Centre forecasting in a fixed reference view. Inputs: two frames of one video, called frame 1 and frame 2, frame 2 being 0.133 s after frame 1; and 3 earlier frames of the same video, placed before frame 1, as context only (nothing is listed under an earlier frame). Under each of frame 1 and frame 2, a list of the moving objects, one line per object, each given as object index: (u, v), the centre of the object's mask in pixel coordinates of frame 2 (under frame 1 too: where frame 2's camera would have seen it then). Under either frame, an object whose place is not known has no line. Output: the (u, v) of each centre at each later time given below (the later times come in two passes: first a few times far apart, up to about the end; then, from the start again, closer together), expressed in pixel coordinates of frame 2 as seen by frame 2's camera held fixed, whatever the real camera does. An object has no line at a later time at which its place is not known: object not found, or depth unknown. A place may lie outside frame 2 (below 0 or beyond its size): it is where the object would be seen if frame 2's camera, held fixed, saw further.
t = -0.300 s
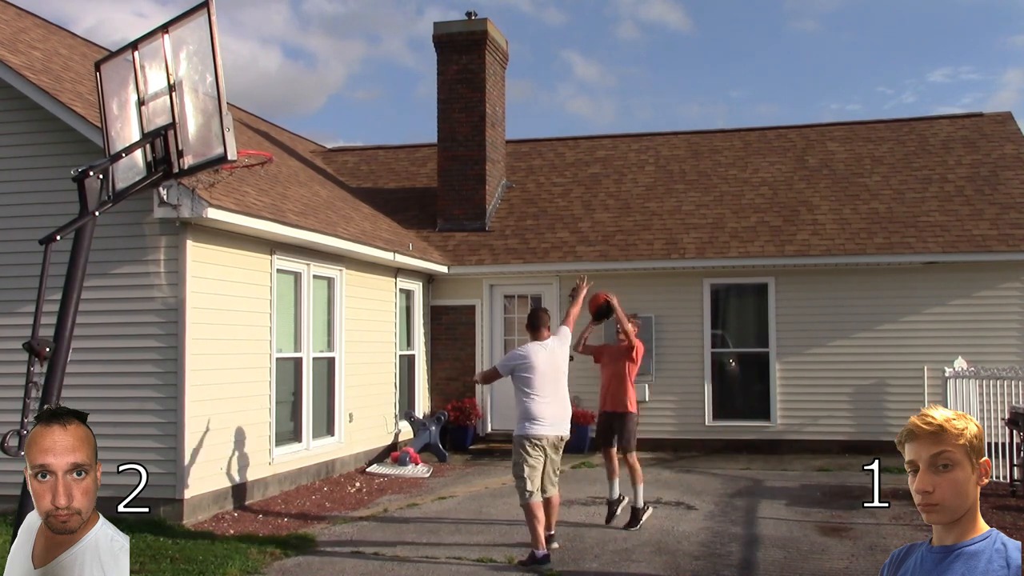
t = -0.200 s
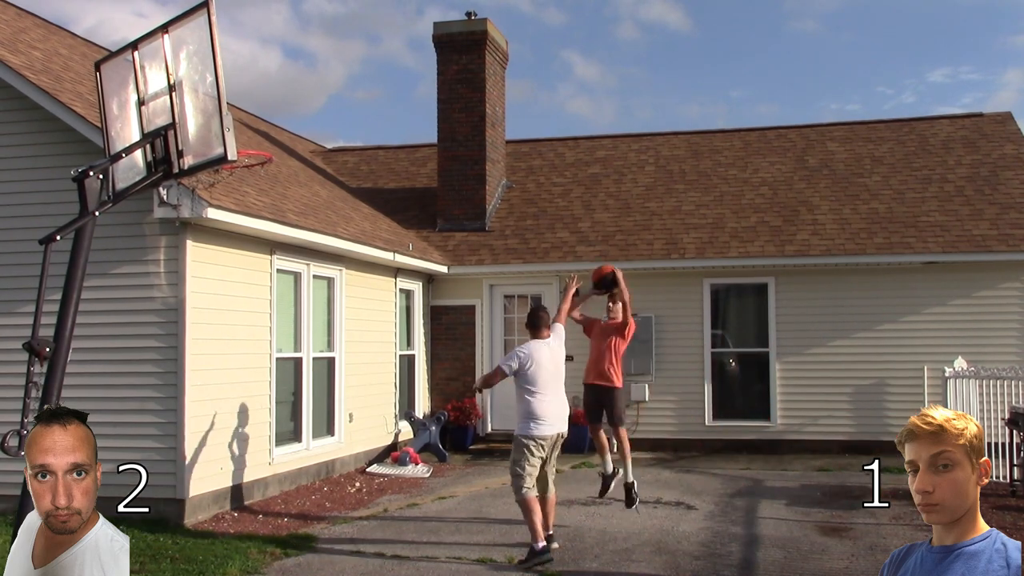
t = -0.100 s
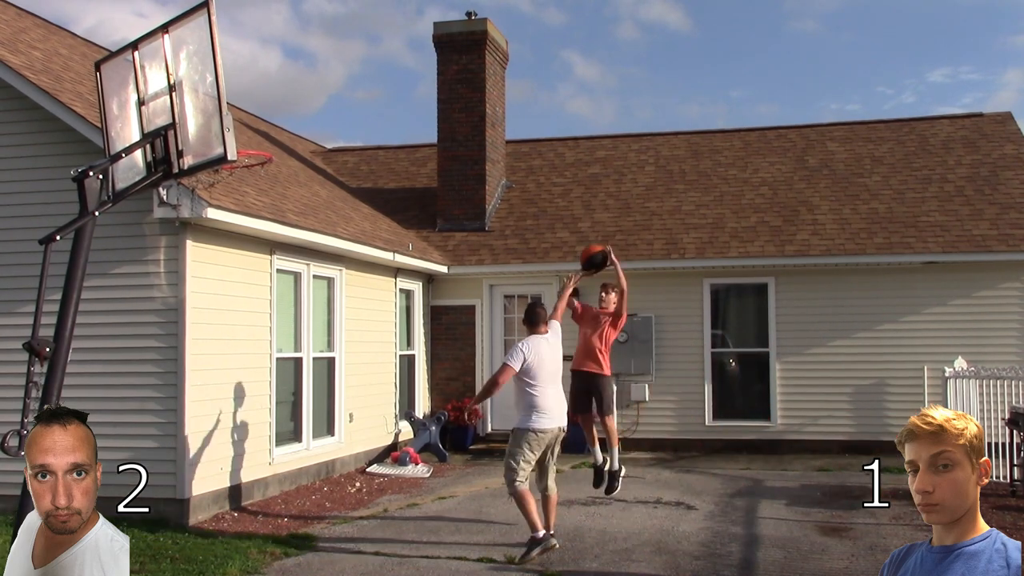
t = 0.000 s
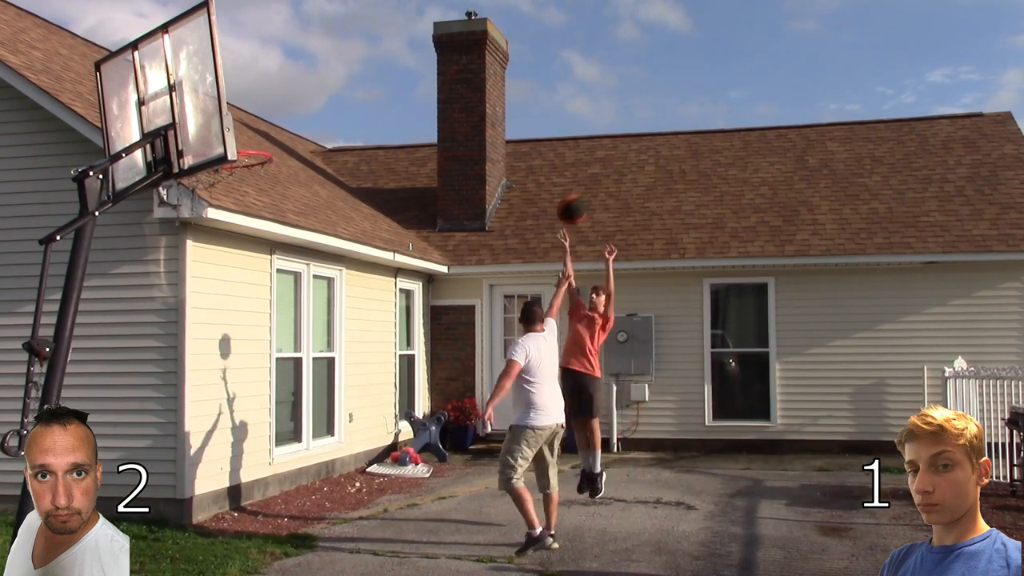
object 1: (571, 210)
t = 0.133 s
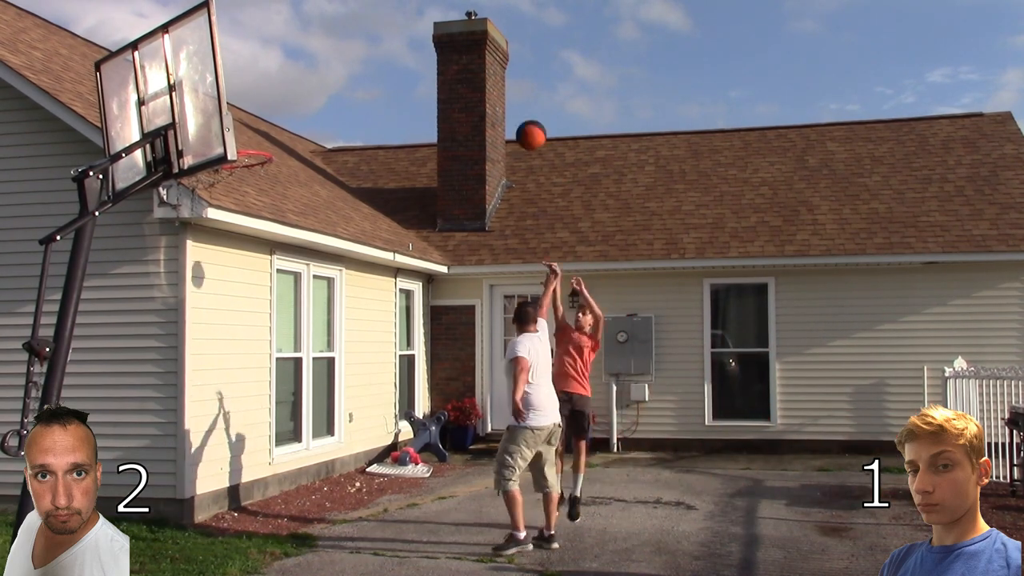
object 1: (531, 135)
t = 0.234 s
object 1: (499, 89)
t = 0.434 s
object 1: (426, 30)
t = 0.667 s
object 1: (323, 27)
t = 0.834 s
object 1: (239, 82)
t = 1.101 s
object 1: (284, 76)
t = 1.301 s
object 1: (361, 71)
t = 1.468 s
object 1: (423, 119)
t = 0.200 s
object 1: (510, 103)
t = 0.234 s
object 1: (499, 89)
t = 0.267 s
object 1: (487, 75)
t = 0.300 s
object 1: (475, 61)
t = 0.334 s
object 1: (463, 50)
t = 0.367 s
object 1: (451, 45)
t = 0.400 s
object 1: (439, 37)
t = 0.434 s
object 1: (426, 30)
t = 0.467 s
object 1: (412, 25)
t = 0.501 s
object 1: (399, 21)
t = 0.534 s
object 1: (384, 19)
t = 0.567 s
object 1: (370, 18)
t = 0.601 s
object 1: (355, 19)
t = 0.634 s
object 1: (340, 22)
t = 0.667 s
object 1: (323, 27)
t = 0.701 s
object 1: (307, 33)
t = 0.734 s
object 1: (290, 42)
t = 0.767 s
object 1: (272, 53)
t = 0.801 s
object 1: (254, 66)
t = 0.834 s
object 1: (239, 82)
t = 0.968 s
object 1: (239, 117)
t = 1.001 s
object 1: (245, 104)
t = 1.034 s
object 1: (258, 93)
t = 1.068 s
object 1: (271, 83)
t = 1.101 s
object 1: (284, 76)
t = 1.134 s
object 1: (297, 70)
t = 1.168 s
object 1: (310, 66)
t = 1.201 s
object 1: (323, 65)
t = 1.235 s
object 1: (336, 65)
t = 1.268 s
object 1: (348, 67)
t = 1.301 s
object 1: (361, 71)
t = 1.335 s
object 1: (373, 77)
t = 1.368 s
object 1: (386, 84)
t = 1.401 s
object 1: (399, 94)
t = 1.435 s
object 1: (411, 106)
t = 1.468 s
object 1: (423, 119)
